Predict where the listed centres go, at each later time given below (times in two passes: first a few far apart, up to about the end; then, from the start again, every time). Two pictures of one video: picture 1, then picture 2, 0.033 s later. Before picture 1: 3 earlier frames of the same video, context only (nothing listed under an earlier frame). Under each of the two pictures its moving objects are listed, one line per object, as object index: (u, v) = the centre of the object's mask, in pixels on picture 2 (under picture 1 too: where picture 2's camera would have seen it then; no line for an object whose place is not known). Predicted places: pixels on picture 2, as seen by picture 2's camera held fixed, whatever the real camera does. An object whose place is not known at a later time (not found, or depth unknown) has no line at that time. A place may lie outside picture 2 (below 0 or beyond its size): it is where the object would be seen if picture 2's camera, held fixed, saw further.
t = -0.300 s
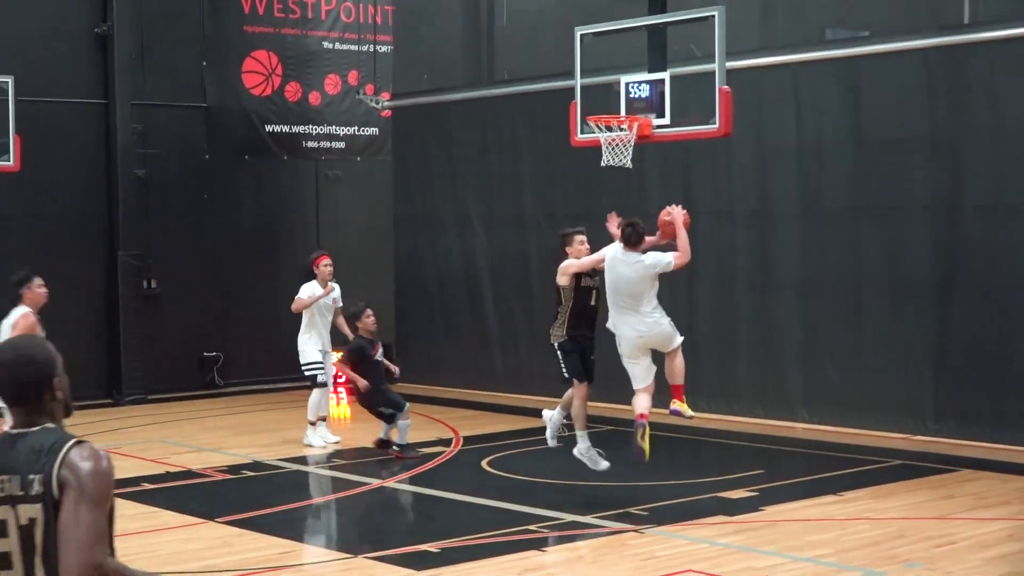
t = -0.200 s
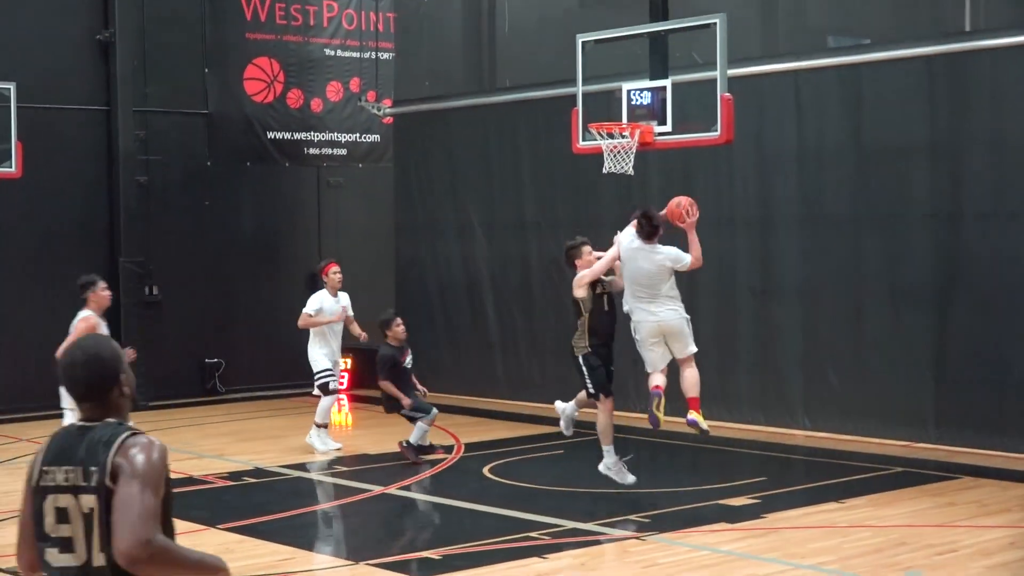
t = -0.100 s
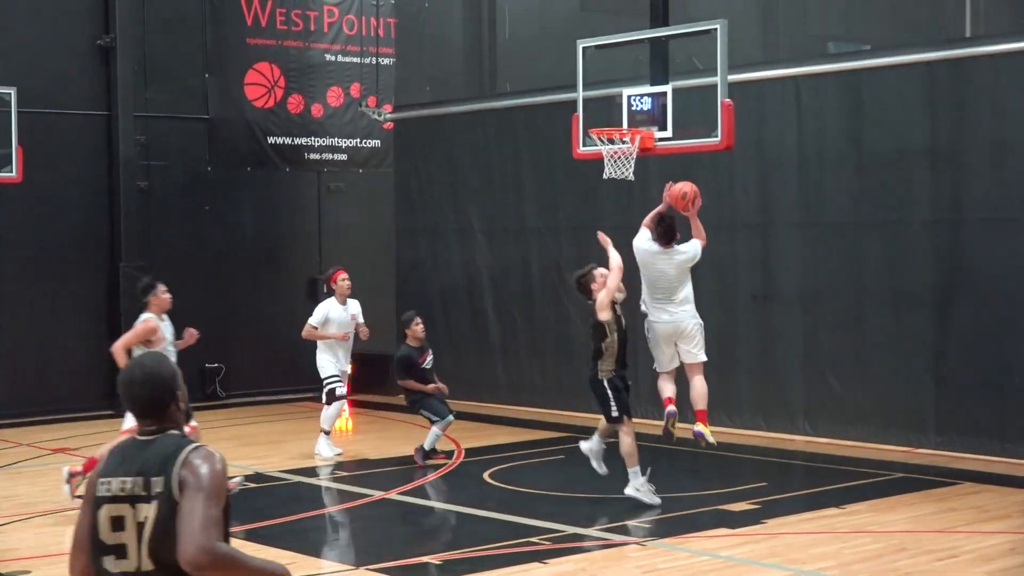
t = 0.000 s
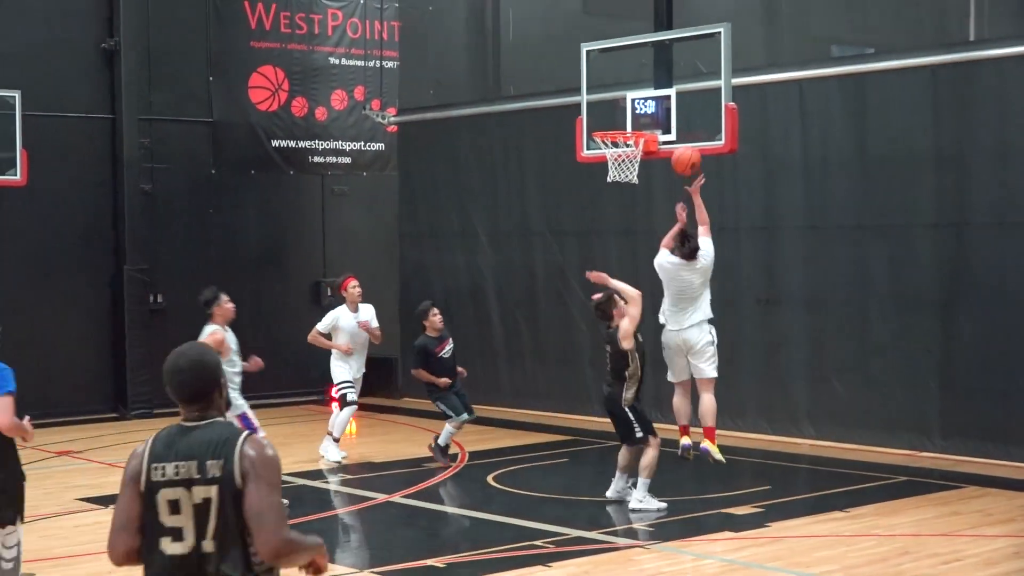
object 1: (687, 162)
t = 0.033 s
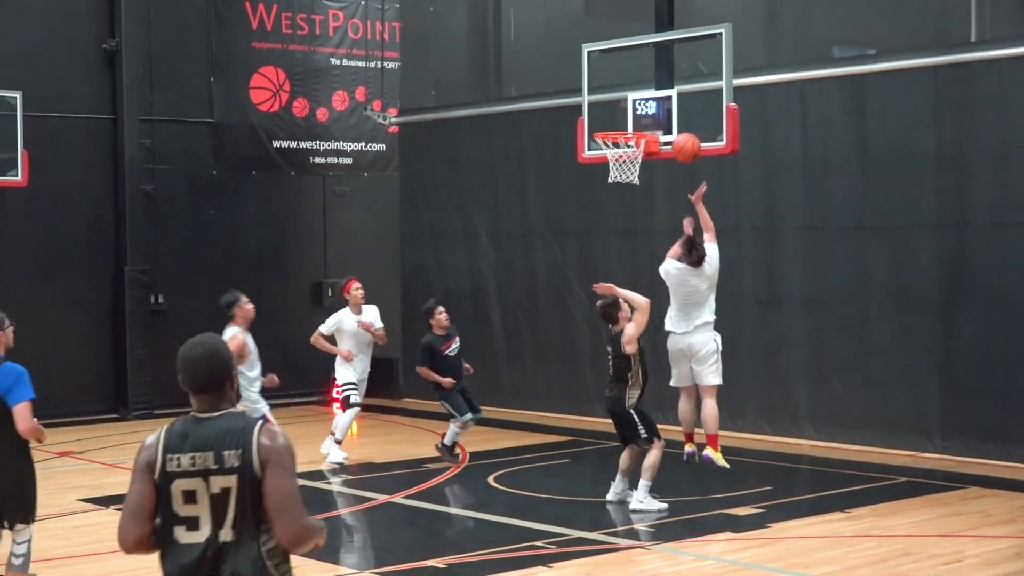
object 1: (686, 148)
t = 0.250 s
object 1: (679, 101)
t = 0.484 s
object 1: (642, 112)
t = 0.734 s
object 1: (600, 121)
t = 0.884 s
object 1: (582, 116)
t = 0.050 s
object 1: (685, 142)
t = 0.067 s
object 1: (685, 136)
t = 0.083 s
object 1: (684, 131)
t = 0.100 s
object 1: (684, 127)
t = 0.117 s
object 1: (683, 123)
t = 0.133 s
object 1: (683, 118)
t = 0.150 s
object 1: (682, 115)
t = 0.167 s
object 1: (682, 111)
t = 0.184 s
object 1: (682, 109)
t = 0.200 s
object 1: (681, 106)
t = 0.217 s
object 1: (680, 104)
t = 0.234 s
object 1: (680, 102)
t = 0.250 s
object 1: (679, 101)
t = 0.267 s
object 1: (678, 99)
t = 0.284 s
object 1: (678, 98)
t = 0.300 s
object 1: (677, 98)
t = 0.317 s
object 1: (676, 98)
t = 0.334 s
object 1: (676, 98)
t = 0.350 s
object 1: (676, 98)
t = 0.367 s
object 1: (673, 98)
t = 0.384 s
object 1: (669, 99)
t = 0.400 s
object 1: (665, 100)
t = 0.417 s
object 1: (660, 101)
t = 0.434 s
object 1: (656, 104)
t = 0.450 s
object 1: (652, 106)
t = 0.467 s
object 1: (647, 109)
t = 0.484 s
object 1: (642, 112)
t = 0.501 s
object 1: (638, 114)
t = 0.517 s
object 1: (633, 118)
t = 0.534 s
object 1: (630, 121)
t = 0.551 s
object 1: (627, 121)
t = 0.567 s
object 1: (625, 120)
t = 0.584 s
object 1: (622, 120)
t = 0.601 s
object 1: (619, 119)
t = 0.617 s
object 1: (616, 119)
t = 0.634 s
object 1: (613, 119)
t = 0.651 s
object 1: (611, 119)
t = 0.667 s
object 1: (609, 120)
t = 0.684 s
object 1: (607, 120)
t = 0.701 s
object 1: (604, 121)
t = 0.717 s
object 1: (602, 122)
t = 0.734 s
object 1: (600, 121)
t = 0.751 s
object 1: (598, 119)
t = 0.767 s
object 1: (596, 118)
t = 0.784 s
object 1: (594, 117)
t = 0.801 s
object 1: (592, 116)
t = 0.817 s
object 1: (590, 115)
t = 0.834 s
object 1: (588, 115)
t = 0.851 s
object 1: (586, 115)
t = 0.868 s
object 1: (584, 116)
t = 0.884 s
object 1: (582, 116)
